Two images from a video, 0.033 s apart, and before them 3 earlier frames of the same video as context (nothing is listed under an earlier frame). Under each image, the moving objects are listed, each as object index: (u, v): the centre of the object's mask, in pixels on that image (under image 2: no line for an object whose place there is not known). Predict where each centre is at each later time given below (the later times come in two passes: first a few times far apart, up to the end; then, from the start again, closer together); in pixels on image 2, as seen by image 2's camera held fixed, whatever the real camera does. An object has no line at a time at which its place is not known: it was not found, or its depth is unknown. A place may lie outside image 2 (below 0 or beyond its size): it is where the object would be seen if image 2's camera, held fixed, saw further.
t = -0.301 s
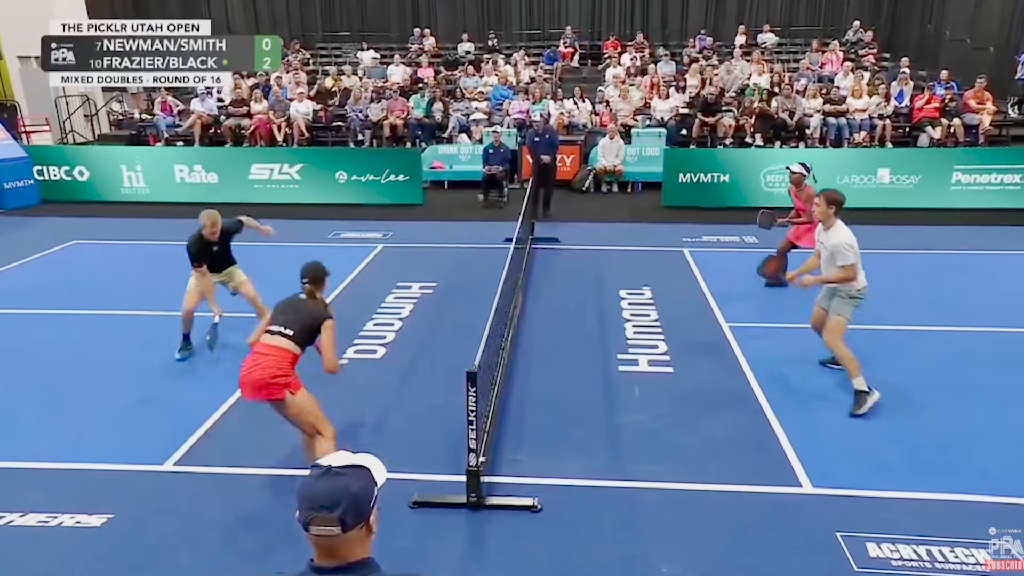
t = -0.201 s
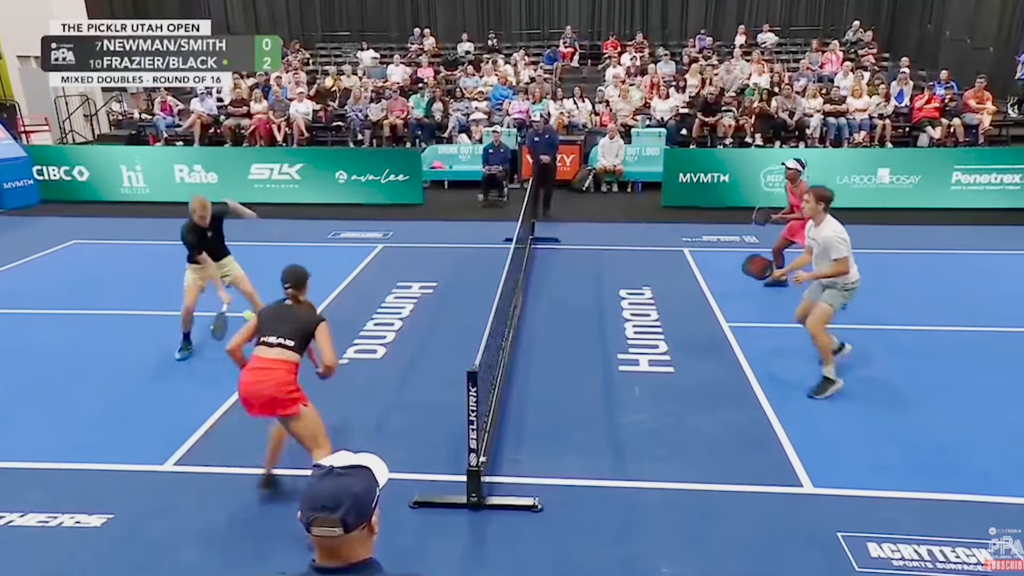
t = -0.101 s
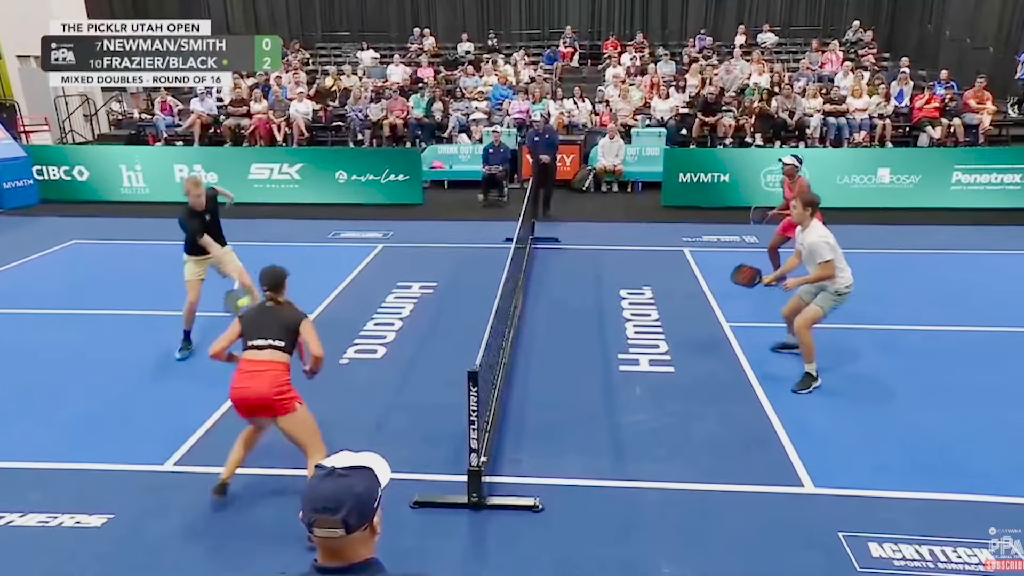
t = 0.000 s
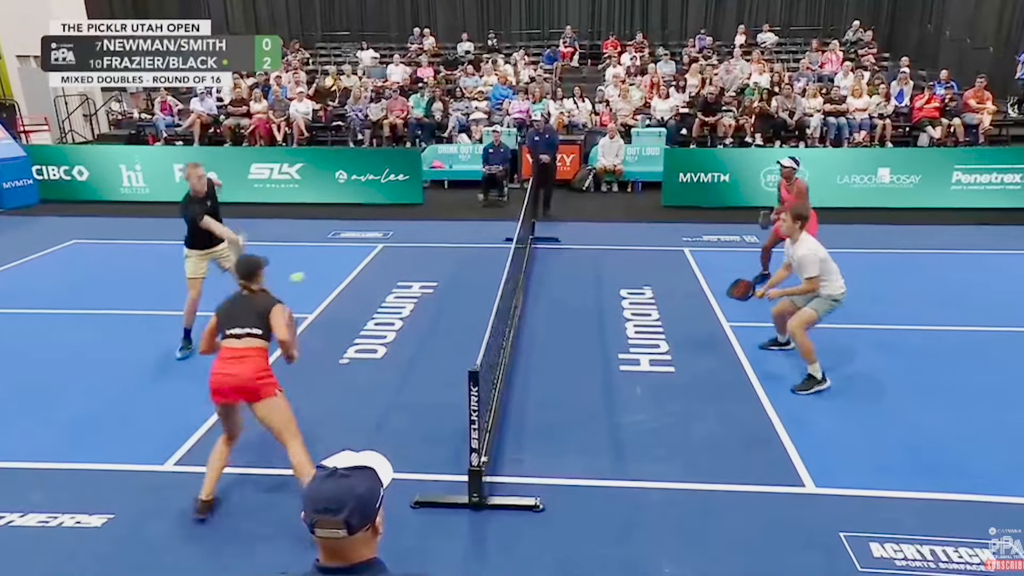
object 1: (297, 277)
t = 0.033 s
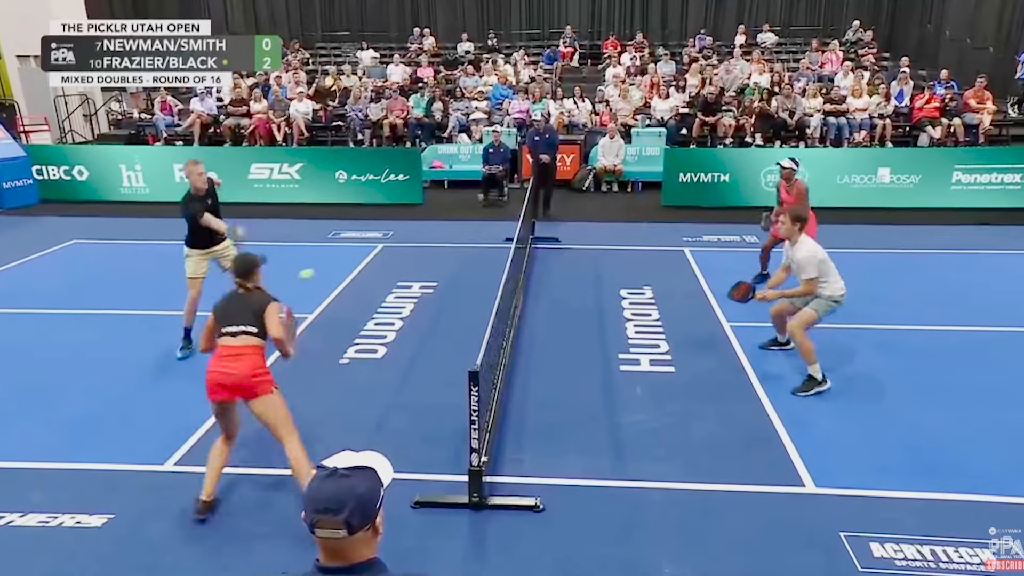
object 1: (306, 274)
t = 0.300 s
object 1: (483, 271)
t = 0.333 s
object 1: (494, 274)
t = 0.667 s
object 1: (720, 416)
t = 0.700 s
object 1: (751, 449)
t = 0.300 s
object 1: (483, 271)
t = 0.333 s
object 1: (494, 274)
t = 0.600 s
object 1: (687, 386)
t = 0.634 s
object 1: (698, 395)
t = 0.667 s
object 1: (720, 416)
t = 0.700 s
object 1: (751, 449)
